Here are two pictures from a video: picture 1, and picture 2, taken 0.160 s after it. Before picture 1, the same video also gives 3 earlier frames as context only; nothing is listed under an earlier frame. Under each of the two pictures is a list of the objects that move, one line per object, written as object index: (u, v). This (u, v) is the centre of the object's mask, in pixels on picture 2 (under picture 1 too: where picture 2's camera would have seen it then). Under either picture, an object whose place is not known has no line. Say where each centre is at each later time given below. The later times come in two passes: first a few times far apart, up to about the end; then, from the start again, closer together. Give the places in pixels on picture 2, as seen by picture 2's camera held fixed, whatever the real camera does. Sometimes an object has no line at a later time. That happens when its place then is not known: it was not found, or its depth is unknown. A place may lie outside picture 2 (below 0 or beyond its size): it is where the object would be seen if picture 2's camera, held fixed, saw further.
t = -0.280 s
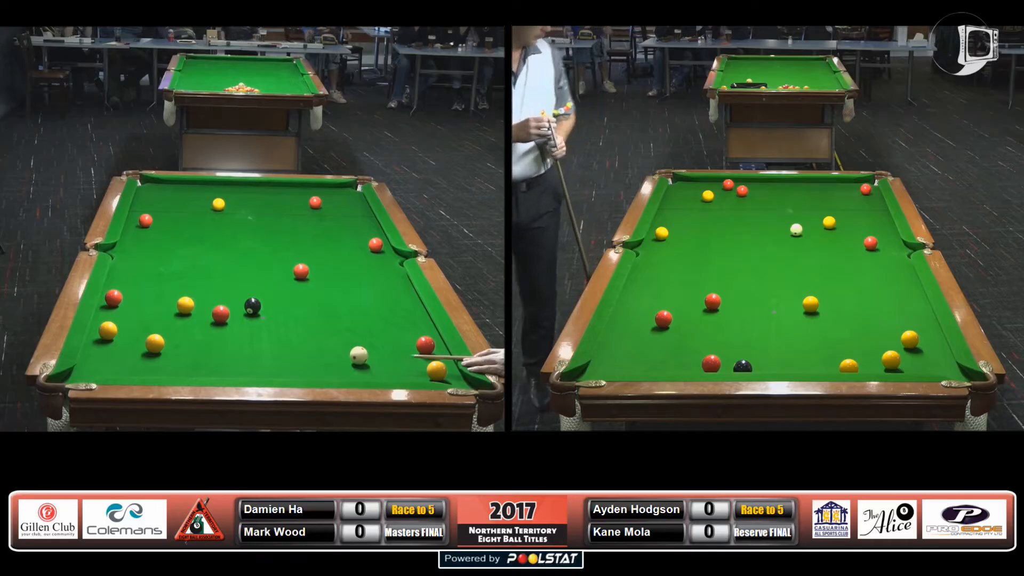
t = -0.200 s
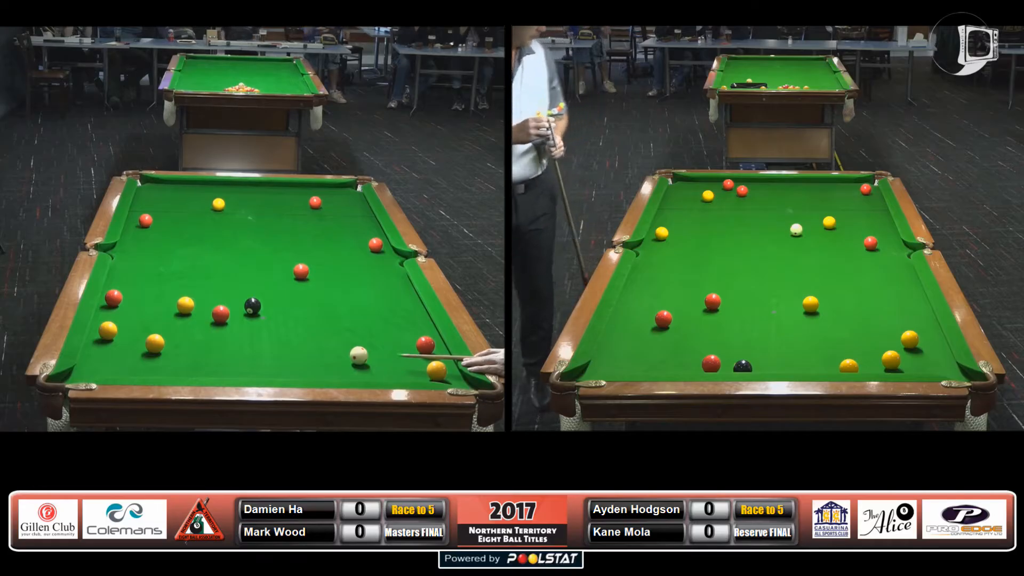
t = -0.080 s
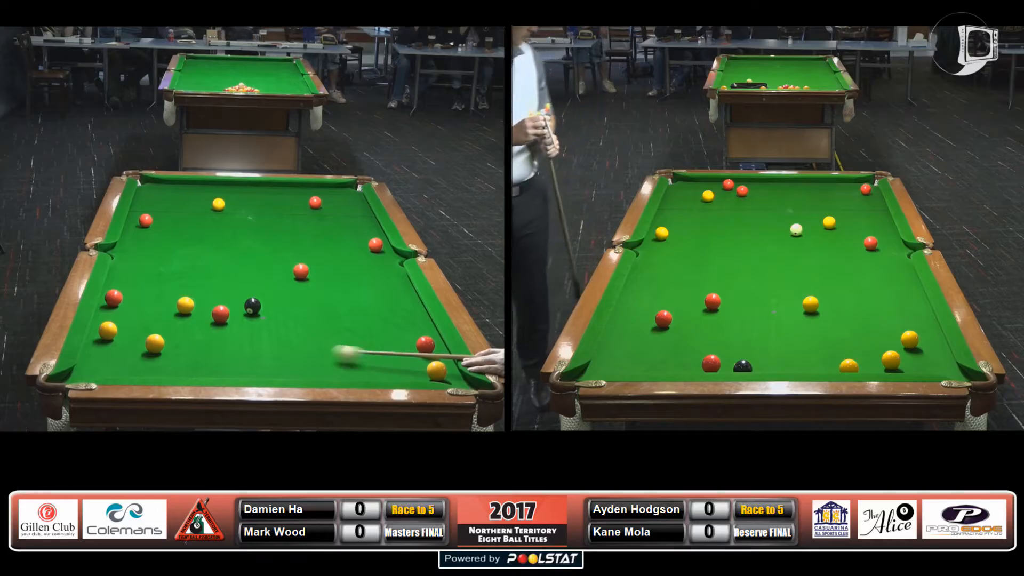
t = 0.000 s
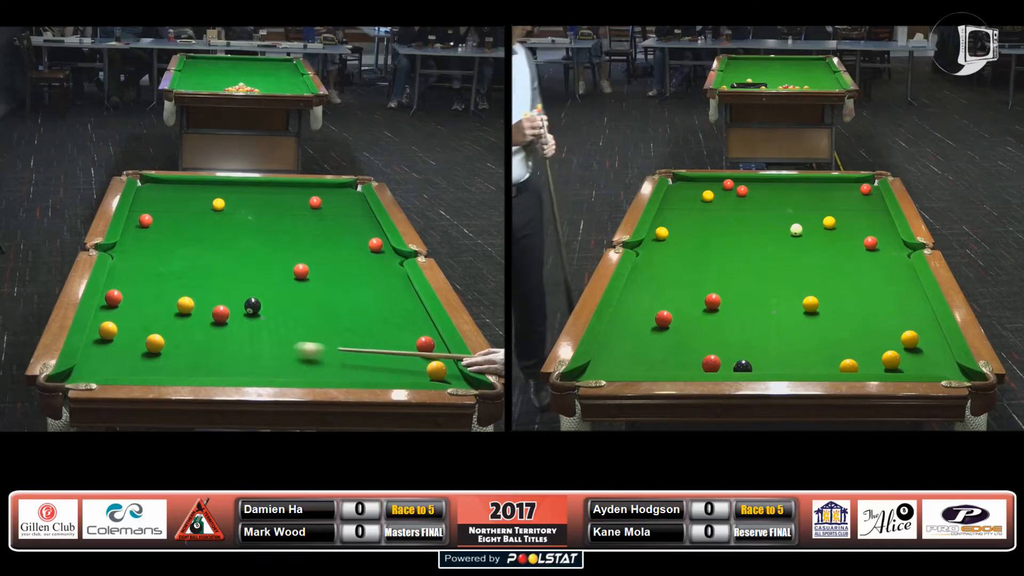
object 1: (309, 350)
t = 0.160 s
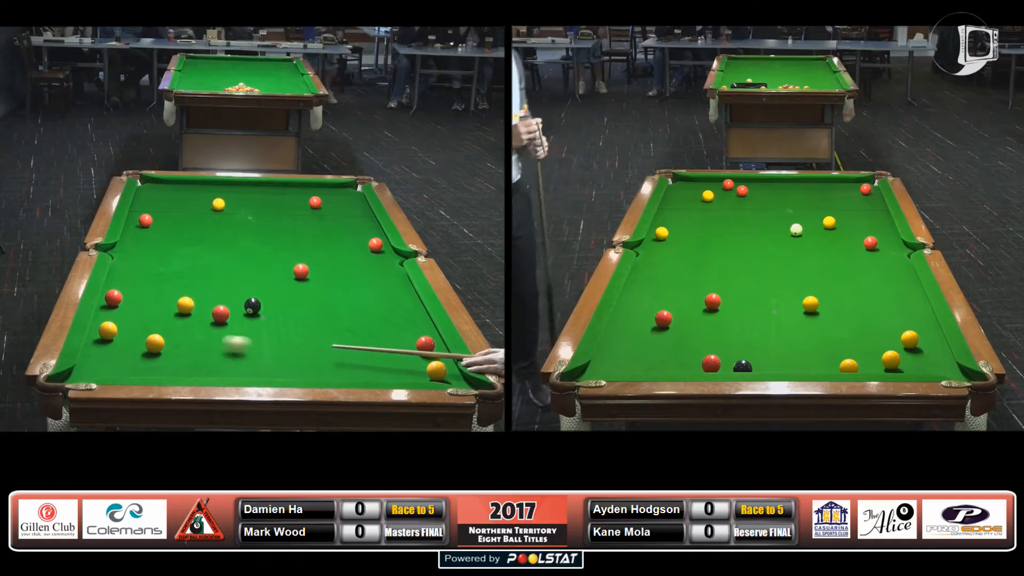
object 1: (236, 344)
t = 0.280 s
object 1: (183, 339)
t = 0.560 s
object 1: (103, 316)
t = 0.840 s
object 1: (149, 305)
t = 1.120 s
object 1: (189, 292)
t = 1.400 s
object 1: (223, 283)
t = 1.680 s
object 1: (252, 274)
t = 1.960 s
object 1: (279, 267)
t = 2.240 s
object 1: (301, 259)
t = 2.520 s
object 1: (321, 254)
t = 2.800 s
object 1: (339, 249)
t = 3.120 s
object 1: (357, 244)
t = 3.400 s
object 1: (368, 239)
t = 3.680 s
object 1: (380, 236)
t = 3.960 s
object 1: (373, 234)
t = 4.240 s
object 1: (369, 234)
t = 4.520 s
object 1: (367, 233)
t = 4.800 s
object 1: (367, 233)
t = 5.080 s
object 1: (367, 233)
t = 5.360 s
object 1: (367, 233)
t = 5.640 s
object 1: (367, 233)
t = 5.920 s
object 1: (367, 233)
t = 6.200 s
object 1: (367, 233)
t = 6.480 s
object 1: (367, 233)
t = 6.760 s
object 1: (367, 233)
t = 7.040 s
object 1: (367, 233)
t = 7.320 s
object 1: (367, 233)
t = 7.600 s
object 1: (367, 233)
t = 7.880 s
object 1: (367, 233)
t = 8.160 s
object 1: (367, 233)
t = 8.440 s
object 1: (367, 233)
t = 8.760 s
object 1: (367, 233)
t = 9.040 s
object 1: (367, 233)
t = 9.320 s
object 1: (367, 233)
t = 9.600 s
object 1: (367, 233)
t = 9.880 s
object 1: (367, 233)
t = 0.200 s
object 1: (219, 342)
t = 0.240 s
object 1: (200, 341)
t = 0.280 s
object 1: (183, 339)
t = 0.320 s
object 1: (169, 336)
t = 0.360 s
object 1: (156, 332)
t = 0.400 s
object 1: (144, 329)
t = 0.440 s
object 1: (132, 327)
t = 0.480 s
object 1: (123, 324)
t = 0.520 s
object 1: (112, 318)
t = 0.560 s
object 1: (103, 316)
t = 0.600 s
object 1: (111, 315)
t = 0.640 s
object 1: (118, 314)
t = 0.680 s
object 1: (125, 312)
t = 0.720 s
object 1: (131, 311)
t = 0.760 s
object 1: (137, 309)
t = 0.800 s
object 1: (143, 307)
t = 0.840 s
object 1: (149, 305)
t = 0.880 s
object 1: (155, 303)
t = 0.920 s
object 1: (161, 302)
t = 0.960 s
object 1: (167, 300)
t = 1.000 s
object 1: (172, 298)
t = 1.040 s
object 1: (177, 295)
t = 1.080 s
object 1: (183, 293)
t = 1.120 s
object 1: (189, 292)
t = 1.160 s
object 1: (194, 291)
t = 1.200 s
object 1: (199, 290)
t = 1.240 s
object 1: (204, 289)
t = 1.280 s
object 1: (209, 287)
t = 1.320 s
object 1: (214, 286)
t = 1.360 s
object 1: (218, 285)
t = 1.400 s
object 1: (223, 283)
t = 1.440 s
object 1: (227, 282)
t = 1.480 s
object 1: (231, 281)
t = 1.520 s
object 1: (236, 279)
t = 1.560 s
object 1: (240, 278)
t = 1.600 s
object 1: (244, 277)
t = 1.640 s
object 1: (248, 276)
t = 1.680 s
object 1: (252, 274)
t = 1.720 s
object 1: (256, 273)
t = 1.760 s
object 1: (260, 272)
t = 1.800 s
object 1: (264, 271)
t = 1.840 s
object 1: (268, 270)
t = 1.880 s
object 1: (272, 269)
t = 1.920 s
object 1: (275, 268)
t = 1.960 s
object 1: (279, 267)
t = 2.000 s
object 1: (282, 266)
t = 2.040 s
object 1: (285, 265)
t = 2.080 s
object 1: (288, 263)
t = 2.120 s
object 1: (291, 262)
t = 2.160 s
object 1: (295, 260)
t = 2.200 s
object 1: (298, 259)
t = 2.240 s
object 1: (301, 259)
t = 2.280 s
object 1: (305, 258)
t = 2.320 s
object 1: (308, 258)
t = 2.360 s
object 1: (310, 257)
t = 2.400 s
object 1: (313, 256)
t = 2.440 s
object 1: (316, 256)
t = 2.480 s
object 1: (319, 255)
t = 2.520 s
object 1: (321, 254)
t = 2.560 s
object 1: (324, 253)
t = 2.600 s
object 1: (327, 252)
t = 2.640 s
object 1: (329, 252)
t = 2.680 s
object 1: (332, 251)
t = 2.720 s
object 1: (334, 250)
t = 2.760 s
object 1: (337, 250)
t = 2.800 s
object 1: (339, 249)
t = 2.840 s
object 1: (341, 248)
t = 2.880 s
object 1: (344, 248)
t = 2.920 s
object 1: (346, 247)
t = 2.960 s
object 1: (348, 246)
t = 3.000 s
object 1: (350, 246)
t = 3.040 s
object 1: (352, 245)
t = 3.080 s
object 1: (354, 244)
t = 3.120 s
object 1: (357, 244)
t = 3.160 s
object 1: (358, 243)
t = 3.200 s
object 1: (360, 243)
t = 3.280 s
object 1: (364, 242)
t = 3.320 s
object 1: (365, 241)
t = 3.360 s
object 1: (366, 240)
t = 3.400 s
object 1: (368, 239)
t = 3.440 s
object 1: (370, 238)
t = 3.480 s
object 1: (372, 237)
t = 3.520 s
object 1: (374, 236)
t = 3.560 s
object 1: (377, 236)
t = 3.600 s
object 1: (379, 236)
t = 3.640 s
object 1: (380, 236)
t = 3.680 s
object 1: (380, 236)
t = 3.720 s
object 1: (379, 235)
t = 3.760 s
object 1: (378, 235)
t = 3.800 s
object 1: (377, 235)
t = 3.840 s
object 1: (376, 235)
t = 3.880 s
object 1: (375, 234)
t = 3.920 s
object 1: (374, 234)
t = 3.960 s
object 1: (373, 234)
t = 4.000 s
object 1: (373, 234)
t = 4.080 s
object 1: (371, 234)
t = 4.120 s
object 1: (371, 234)
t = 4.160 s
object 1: (370, 234)
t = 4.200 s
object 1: (370, 234)
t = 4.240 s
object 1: (369, 234)
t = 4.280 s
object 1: (369, 234)
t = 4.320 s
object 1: (368, 233)
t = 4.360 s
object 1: (368, 233)
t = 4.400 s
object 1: (368, 233)
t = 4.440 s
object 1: (368, 233)
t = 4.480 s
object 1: (367, 233)
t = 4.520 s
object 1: (367, 233)
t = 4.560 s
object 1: (367, 233)
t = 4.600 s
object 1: (367, 233)
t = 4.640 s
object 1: (367, 233)
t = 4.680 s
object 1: (367, 233)
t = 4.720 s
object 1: (367, 233)
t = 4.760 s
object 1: (367, 233)
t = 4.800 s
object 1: (367, 233)
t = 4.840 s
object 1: (367, 233)
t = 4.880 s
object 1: (367, 233)
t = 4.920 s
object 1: (367, 233)
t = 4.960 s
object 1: (367, 233)
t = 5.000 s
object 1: (367, 233)
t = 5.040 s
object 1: (367, 233)
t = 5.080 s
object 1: (367, 233)
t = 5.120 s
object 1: (367, 233)
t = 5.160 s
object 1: (367, 233)
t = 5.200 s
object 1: (367, 233)
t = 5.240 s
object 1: (367, 233)
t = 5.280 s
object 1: (367, 233)
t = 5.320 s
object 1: (367, 233)
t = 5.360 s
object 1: (367, 233)
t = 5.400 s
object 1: (367, 233)
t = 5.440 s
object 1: (367, 233)
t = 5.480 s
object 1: (367, 233)
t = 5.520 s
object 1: (367, 233)
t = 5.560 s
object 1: (367, 233)
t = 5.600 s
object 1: (367, 233)
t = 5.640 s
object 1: (367, 233)
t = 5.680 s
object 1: (367, 233)
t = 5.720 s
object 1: (367, 233)
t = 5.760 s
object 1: (367, 233)
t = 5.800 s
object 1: (367, 233)
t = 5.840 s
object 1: (367, 233)
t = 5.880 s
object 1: (367, 233)
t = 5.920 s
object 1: (367, 233)
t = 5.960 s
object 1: (367, 233)
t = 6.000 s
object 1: (367, 233)
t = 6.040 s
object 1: (367, 233)
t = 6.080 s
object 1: (367, 233)
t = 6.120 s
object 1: (367, 233)
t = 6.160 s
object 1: (367, 233)
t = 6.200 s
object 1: (367, 233)
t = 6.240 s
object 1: (367, 233)
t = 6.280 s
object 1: (367, 233)
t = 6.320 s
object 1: (367, 233)
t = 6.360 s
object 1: (367, 233)
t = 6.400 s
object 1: (367, 233)
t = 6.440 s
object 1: (367, 233)
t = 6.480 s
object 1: (367, 233)
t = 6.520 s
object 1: (367, 233)
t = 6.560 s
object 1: (367, 233)
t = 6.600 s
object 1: (367, 233)
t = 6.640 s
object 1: (367, 233)
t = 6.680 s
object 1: (367, 233)
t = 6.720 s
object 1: (367, 233)
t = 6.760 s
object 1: (367, 233)
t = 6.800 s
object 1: (367, 233)
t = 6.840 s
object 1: (367, 233)
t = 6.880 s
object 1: (367, 233)
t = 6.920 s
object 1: (367, 233)
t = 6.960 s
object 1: (367, 233)
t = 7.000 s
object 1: (367, 233)
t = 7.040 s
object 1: (367, 233)
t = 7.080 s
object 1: (367, 233)
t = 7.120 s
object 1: (367, 233)
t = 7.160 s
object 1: (367, 233)
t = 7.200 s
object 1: (367, 233)
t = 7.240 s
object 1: (367, 233)
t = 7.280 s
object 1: (367, 233)
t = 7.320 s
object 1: (367, 233)
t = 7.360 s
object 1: (367, 233)
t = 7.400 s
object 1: (367, 233)
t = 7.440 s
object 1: (367, 233)
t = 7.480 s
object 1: (367, 233)
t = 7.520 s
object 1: (367, 233)
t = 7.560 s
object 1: (367, 233)
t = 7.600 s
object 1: (367, 233)
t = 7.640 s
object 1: (367, 233)
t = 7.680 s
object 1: (367, 233)
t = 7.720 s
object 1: (367, 233)
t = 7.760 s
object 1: (367, 233)
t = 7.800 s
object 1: (367, 233)
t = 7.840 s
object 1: (367, 233)
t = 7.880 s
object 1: (367, 233)
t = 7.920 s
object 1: (367, 233)
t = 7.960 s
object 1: (367, 233)
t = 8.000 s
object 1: (367, 233)
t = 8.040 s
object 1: (367, 233)
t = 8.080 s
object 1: (367, 233)
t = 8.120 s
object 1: (367, 233)
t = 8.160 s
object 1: (367, 233)
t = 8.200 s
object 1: (367, 233)
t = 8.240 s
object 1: (367, 233)
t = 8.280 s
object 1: (367, 233)
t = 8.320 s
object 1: (367, 233)
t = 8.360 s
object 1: (367, 233)
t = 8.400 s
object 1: (367, 233)
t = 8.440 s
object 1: (367, 233)
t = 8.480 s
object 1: (367, 233)
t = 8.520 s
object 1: (367, 233)
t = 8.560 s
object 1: (367, 233)
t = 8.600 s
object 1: (367, 233)
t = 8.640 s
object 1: (367, 233)
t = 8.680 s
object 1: (367, 233)
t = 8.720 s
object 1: (367, 233)
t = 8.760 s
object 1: (367, 233)
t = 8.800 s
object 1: (367, 233)
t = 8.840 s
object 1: (367, 233)
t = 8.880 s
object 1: (367, 233)
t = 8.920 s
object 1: (367, 233)
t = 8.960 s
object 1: (367, 233)
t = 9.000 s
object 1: (367, 233)
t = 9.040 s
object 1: (367, 233)
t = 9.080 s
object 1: (367, 233)
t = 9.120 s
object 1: (367, 233)
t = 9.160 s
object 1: (367, 233)
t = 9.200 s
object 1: (367, 233)
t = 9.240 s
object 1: (367, 233)
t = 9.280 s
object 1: (367, 233)
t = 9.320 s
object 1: (367, 233)
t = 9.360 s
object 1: (367, 233)
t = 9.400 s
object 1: (367, 233)
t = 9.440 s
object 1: (367, 233)
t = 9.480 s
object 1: (367, 233)
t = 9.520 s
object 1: (367, 233)
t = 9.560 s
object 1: (367, 233)
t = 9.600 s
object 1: (367, 233)
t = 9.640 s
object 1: (367, 233)
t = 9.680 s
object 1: (367, 233)
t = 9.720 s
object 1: (367, 233)
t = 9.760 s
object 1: (367, 233)
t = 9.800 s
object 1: (367, 233)
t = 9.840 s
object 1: (367, 233)
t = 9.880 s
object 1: (367, 233)
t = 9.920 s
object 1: (367, 233)
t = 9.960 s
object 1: (367, 233)
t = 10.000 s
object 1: (367, 233)
